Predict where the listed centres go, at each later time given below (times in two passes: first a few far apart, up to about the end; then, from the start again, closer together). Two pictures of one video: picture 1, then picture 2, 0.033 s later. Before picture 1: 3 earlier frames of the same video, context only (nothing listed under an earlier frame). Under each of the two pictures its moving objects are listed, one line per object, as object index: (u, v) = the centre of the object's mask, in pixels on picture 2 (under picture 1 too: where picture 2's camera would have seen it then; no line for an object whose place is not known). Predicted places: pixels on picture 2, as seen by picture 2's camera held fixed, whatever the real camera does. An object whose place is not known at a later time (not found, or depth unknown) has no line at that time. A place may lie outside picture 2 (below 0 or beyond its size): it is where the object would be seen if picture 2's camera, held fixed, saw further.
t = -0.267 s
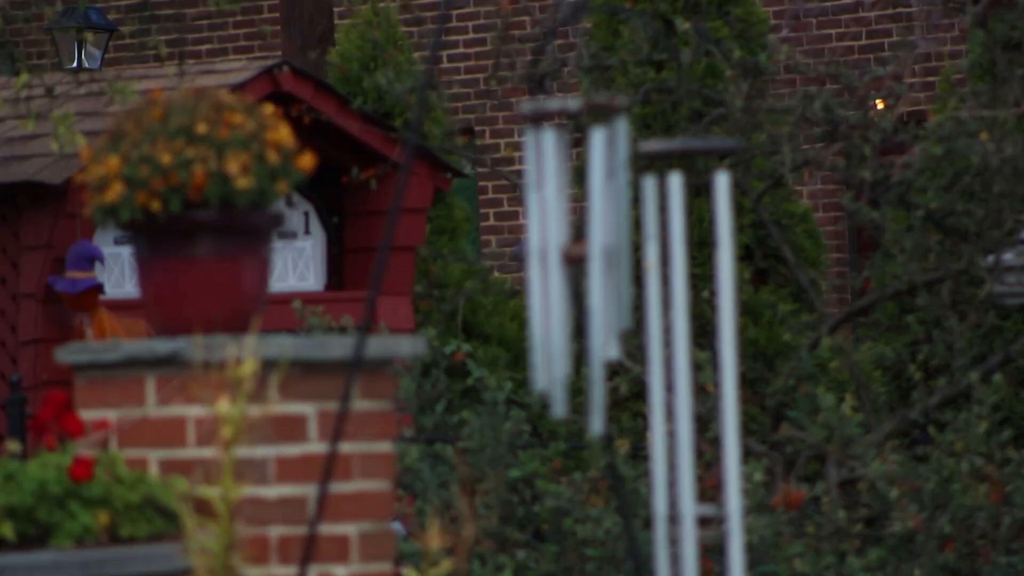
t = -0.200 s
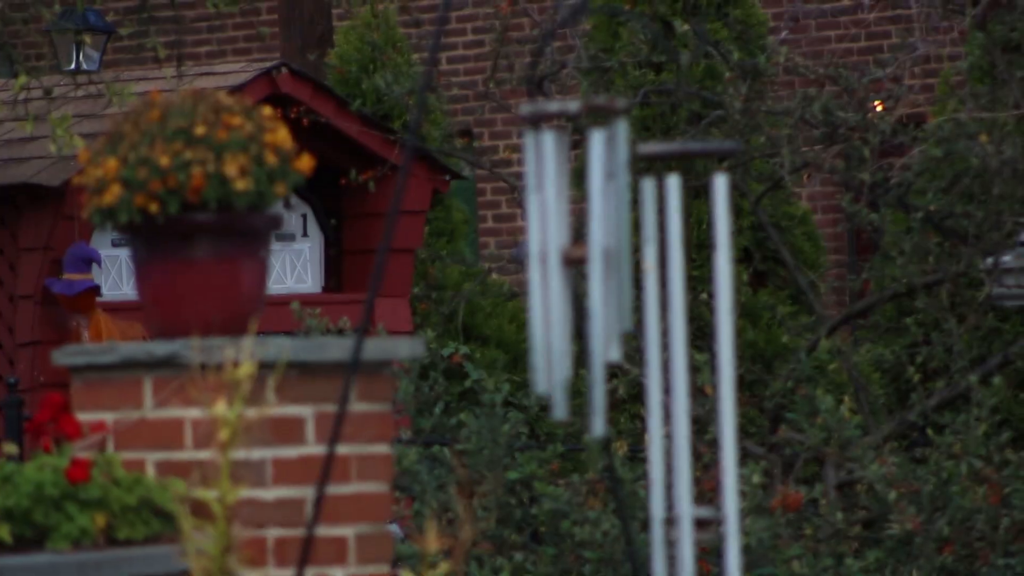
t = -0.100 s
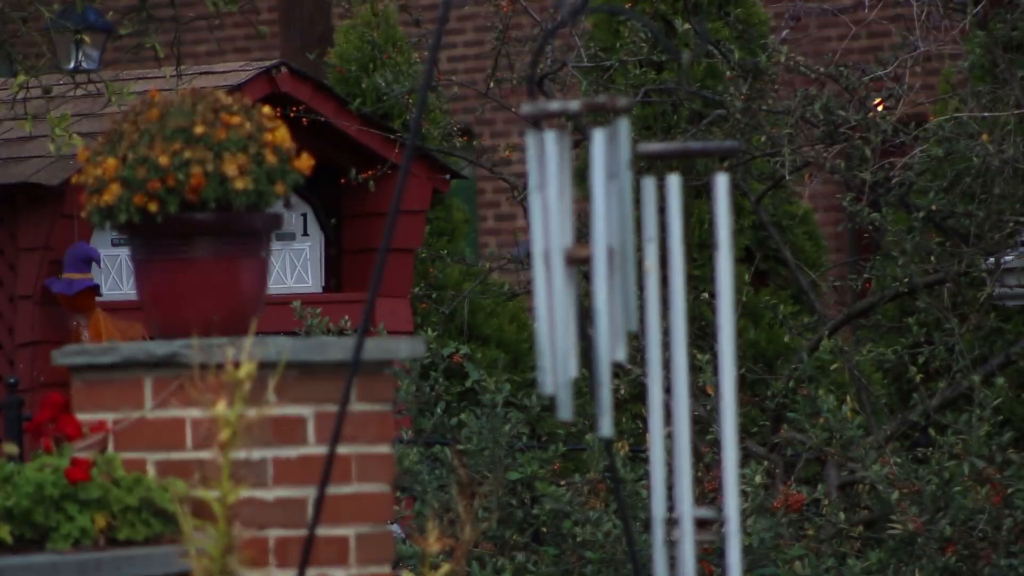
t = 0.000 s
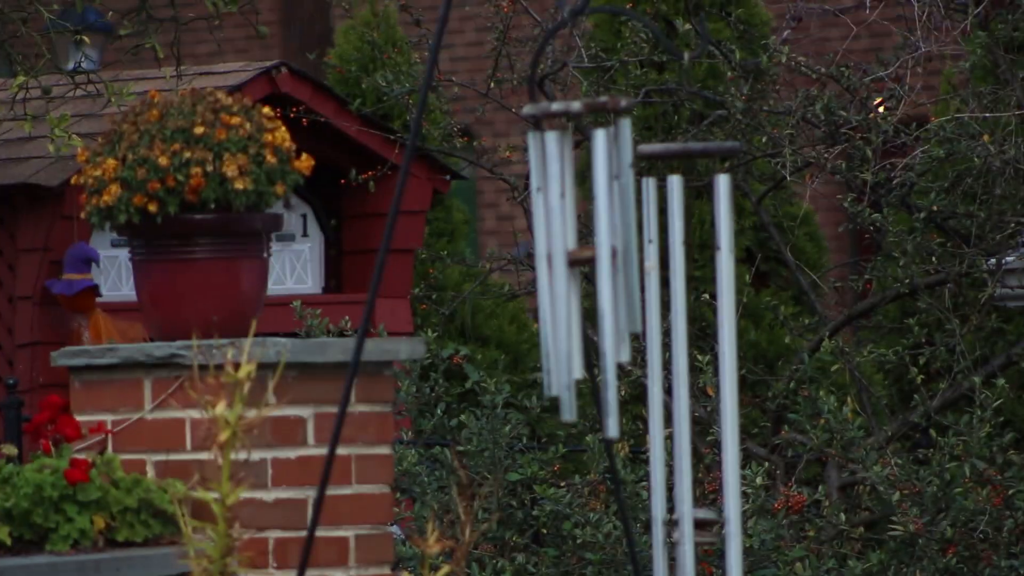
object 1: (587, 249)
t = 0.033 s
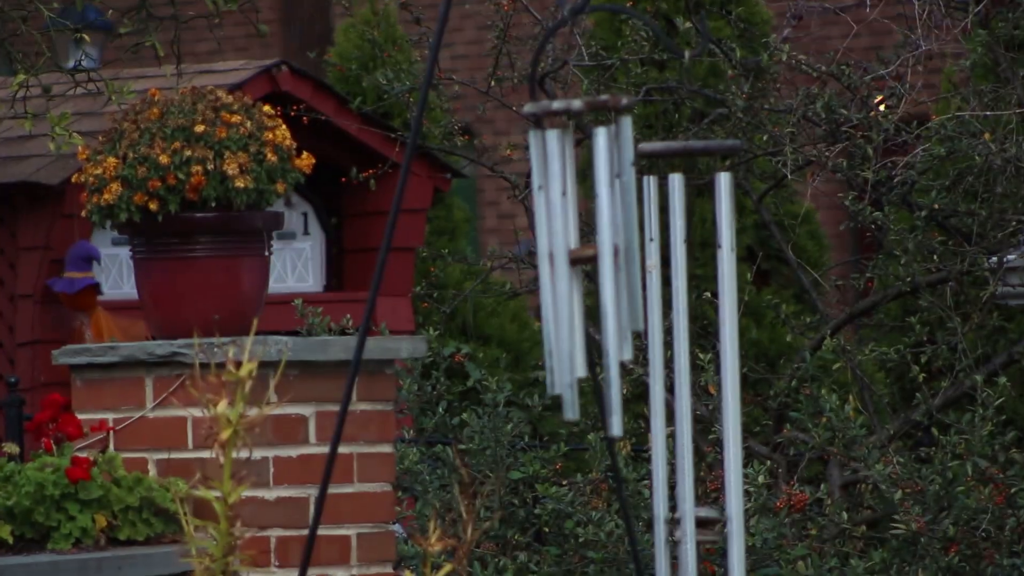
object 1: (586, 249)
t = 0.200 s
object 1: (588, 245)
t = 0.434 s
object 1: (585, 244)
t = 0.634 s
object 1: (579, 245)
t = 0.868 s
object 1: (576, 259)
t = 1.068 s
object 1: (578, 260)
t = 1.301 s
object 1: (586, 258)
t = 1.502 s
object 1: (589, 255)
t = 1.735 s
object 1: (588, 253)
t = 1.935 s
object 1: (579, 245)
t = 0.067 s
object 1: (588, 247)
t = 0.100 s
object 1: (589, 248)
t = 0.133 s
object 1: (589, 247)
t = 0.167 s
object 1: (590, 245)
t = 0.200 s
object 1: (588, 245)
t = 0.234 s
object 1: (589, 246)
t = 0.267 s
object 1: (588, 244)
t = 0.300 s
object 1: (588, 244)
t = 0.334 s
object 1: (588, 244)
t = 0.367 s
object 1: (585, 243)
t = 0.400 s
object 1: (585, 242)
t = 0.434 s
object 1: (585, 244)
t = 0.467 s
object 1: (582, 242)
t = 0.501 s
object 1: (585, 242)
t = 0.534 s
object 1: (582, 244)
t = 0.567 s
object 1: (579, 244)
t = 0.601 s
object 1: (580, 244)
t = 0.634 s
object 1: (579, 245)
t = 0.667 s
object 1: (578, 243)
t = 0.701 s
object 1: (577, 257)
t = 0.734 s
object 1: (577, 258)
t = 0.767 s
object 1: (576, 257)
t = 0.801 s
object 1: (575, 258)
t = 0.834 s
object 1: (575, 259)
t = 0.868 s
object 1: (576, 259)
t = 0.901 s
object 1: (575, 259)
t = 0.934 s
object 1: (576, 260)
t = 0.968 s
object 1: (576, 260)
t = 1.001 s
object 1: (576, 260)
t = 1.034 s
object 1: (577, 260)
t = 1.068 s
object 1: (578, 260)
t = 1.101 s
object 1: (578, 260)
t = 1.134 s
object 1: (580, 259)
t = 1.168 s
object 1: (580, 260)
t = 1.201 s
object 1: (582, 259)
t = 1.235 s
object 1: (584, 259)
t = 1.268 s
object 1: (584, 259)
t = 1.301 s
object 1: (586, 258)
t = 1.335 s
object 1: (586, 258)
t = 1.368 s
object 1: (588, 257)
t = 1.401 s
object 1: (588, 257)
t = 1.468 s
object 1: (590, 256)
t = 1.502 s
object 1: (589, 255)
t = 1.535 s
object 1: (590, 255)
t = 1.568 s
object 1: (590, 255)
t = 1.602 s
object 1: (589, 255)
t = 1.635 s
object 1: (589, 254)
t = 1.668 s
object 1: (588, 255)
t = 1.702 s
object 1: (588, 254)
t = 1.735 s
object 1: (588, 253)
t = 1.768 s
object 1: (585, 244)
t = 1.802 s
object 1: (584, 244)
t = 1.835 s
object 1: (583, 243)
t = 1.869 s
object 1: (582, 244)
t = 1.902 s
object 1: (581, 245)
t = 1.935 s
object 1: (579, 245)
